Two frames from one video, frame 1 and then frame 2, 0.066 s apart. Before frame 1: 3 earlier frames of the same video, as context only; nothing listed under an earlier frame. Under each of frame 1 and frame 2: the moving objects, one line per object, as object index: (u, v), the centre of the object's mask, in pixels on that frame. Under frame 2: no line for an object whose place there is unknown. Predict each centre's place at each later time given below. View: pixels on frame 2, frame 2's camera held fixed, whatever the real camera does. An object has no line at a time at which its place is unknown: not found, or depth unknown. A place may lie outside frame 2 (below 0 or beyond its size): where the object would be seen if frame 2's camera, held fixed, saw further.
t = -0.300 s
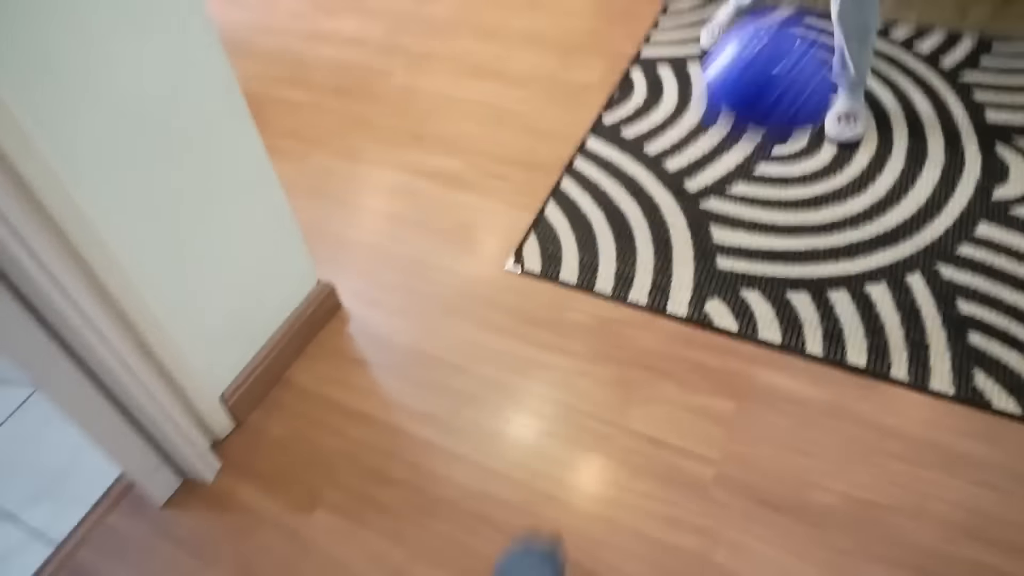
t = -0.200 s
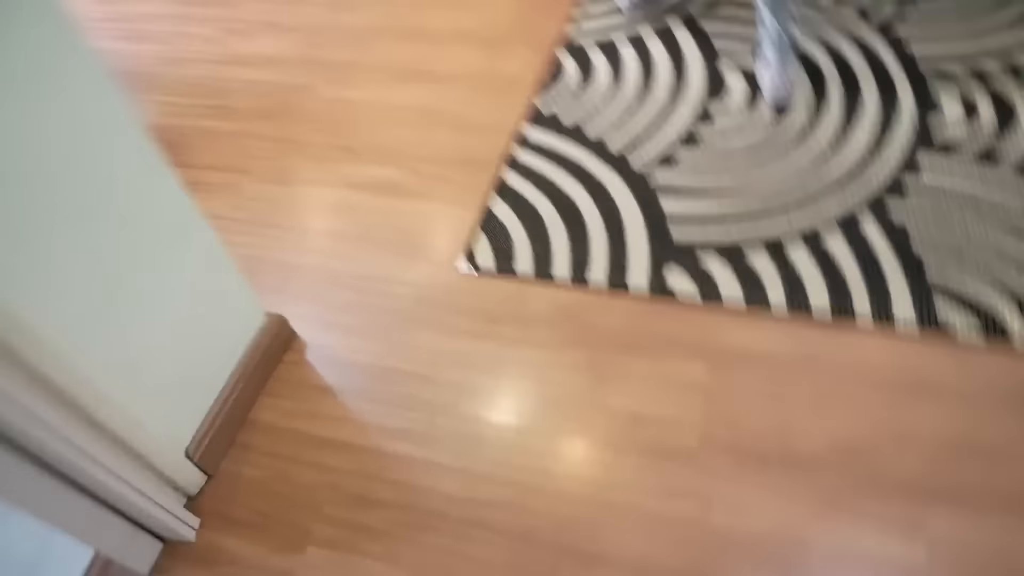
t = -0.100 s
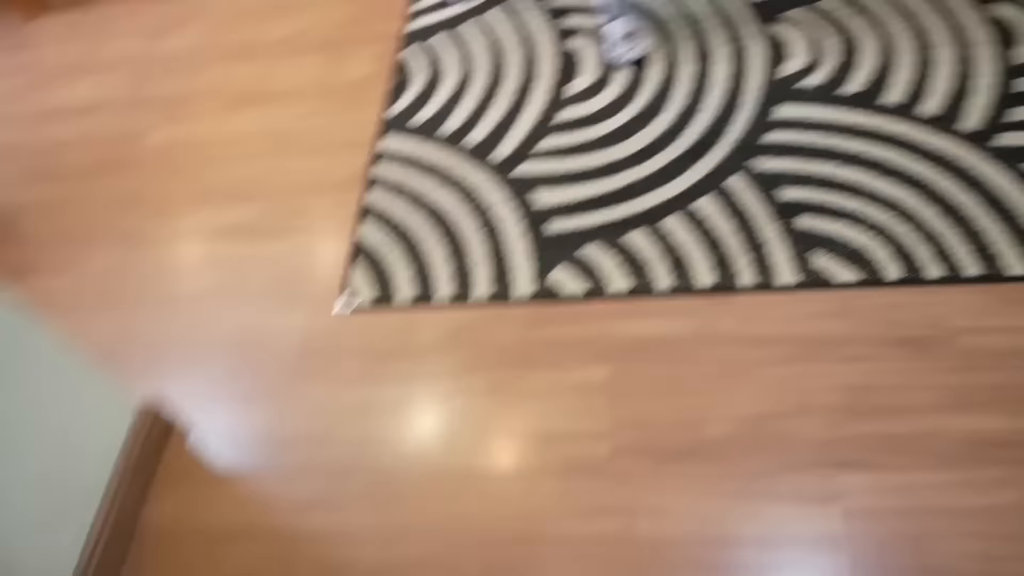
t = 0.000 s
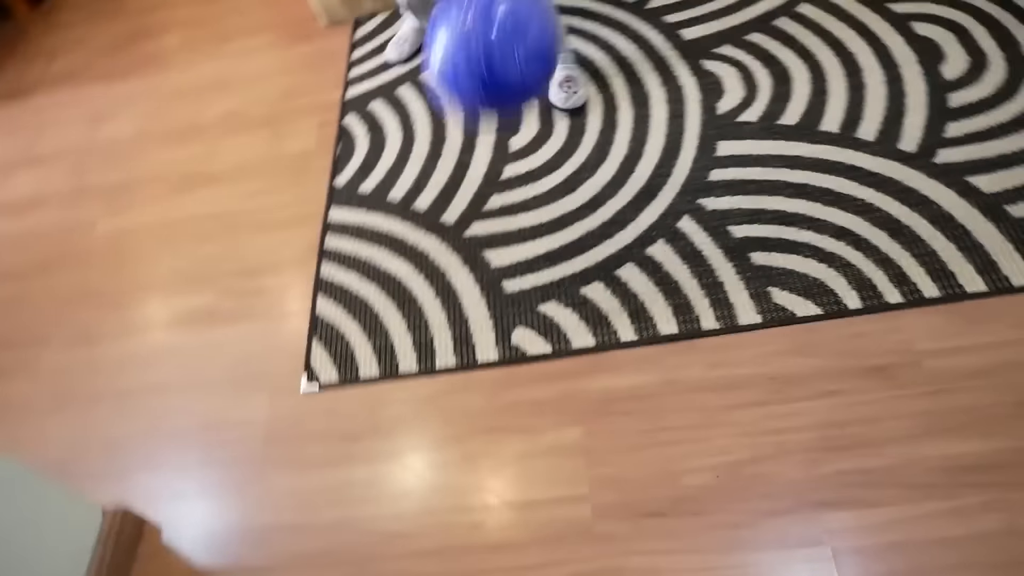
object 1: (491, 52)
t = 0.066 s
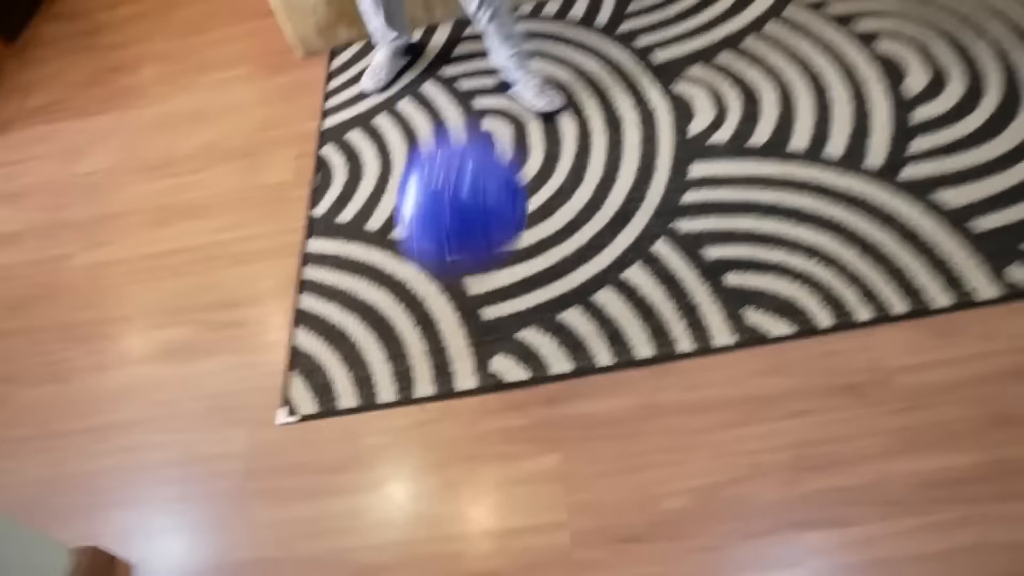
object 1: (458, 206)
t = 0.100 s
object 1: (460, 268)
